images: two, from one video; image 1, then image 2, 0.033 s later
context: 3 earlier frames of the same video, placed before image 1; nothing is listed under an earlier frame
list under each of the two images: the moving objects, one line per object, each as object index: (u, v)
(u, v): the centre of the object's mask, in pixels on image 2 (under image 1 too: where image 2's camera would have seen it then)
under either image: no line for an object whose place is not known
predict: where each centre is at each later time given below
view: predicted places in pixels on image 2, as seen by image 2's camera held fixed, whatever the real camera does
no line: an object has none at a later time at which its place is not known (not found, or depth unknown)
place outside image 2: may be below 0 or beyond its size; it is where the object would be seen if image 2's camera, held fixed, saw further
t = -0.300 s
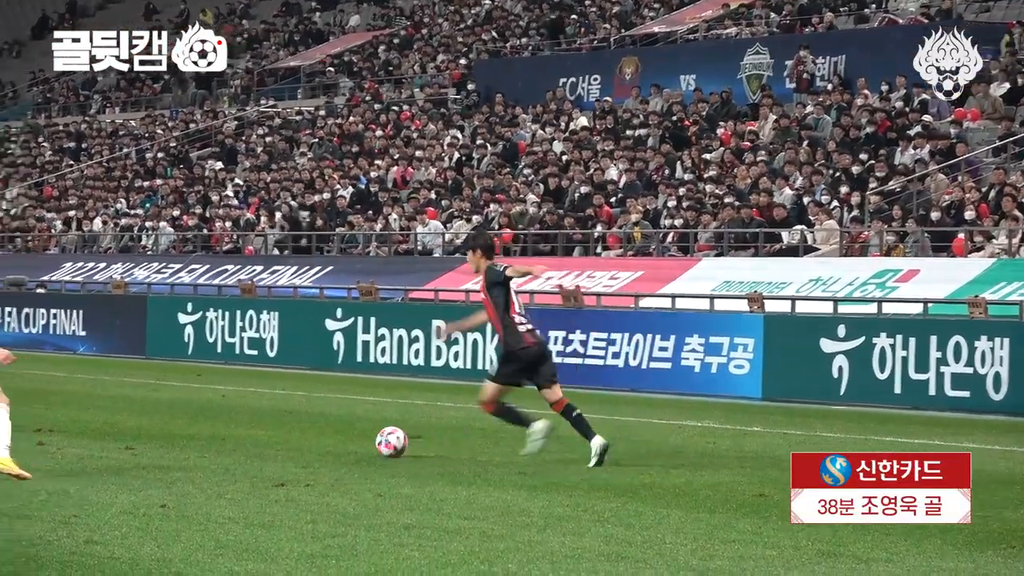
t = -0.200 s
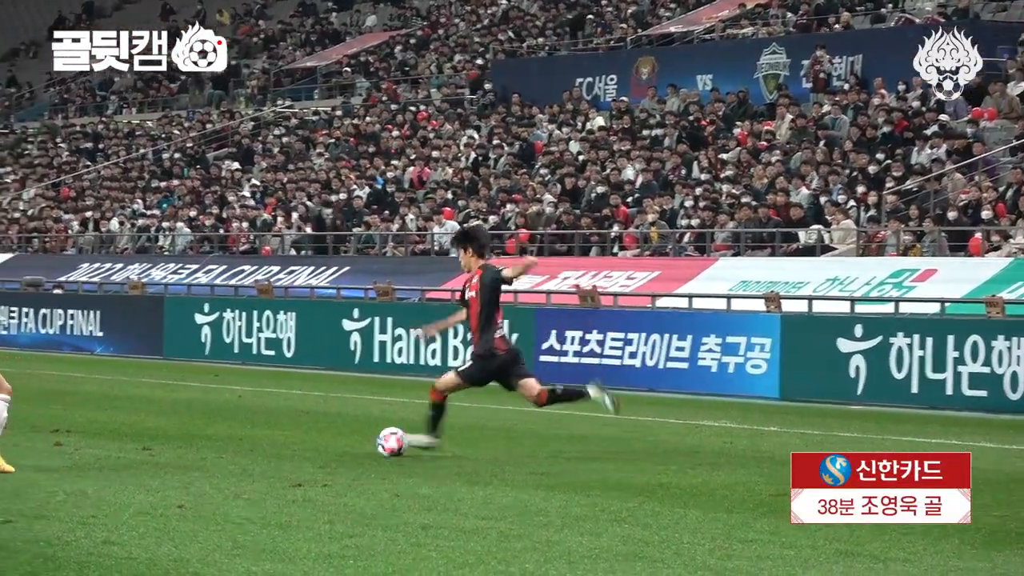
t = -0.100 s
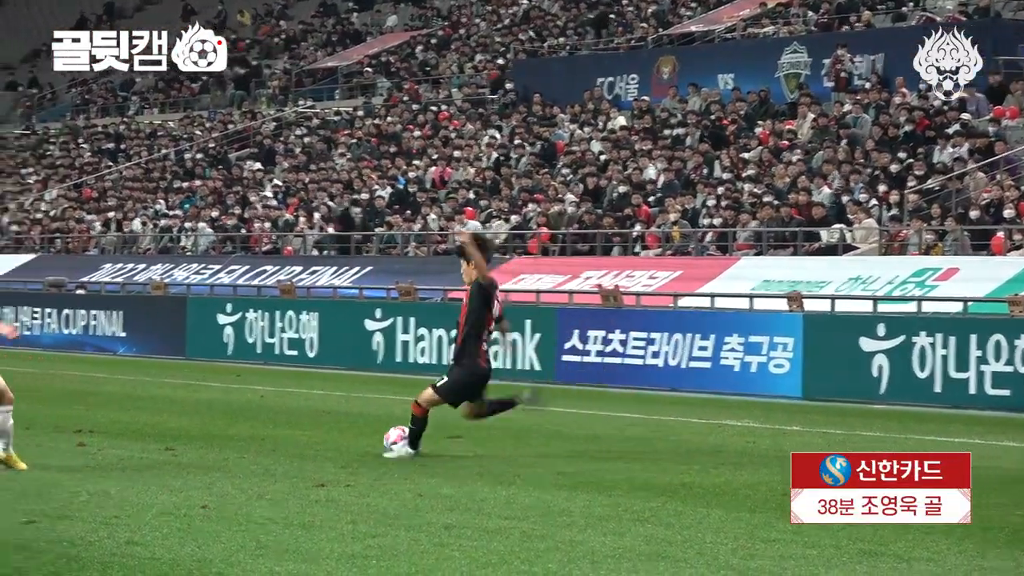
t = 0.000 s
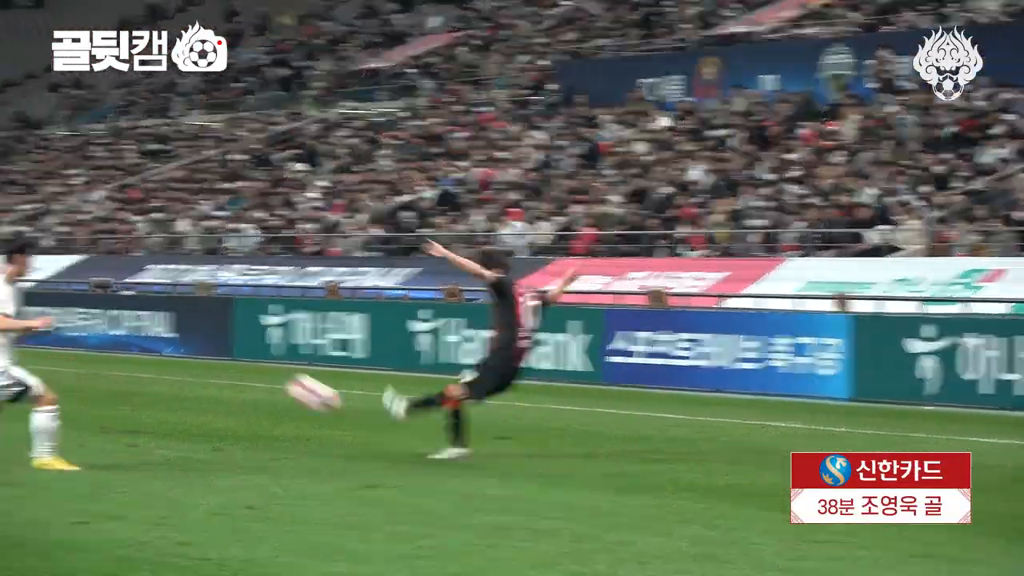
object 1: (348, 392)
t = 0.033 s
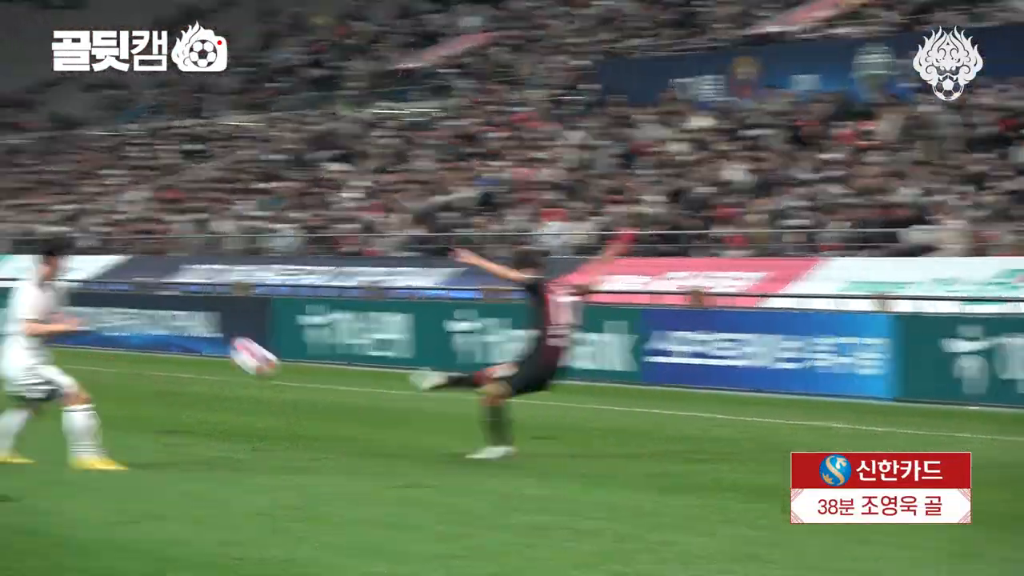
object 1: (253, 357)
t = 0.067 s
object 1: (155, 322)
